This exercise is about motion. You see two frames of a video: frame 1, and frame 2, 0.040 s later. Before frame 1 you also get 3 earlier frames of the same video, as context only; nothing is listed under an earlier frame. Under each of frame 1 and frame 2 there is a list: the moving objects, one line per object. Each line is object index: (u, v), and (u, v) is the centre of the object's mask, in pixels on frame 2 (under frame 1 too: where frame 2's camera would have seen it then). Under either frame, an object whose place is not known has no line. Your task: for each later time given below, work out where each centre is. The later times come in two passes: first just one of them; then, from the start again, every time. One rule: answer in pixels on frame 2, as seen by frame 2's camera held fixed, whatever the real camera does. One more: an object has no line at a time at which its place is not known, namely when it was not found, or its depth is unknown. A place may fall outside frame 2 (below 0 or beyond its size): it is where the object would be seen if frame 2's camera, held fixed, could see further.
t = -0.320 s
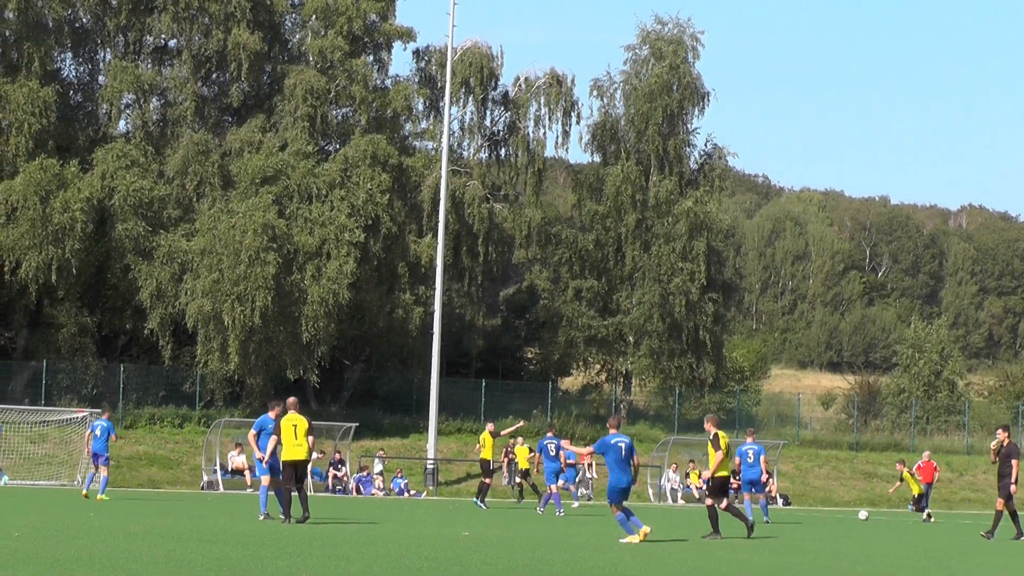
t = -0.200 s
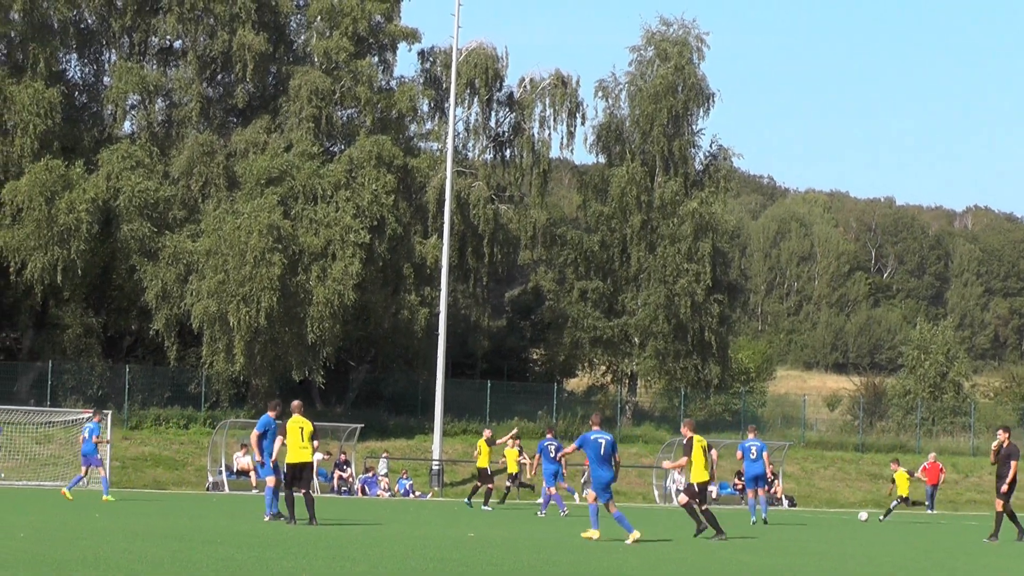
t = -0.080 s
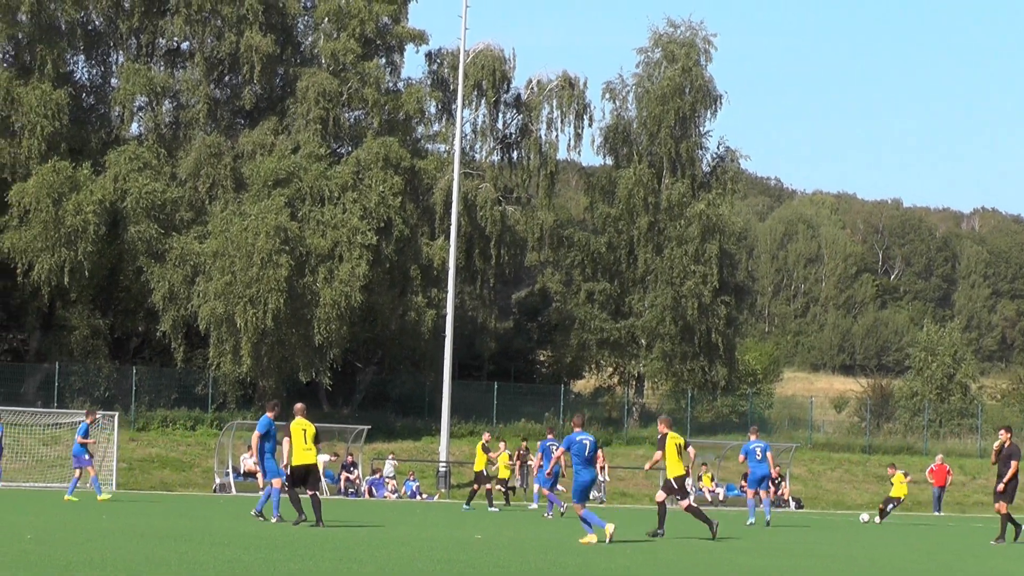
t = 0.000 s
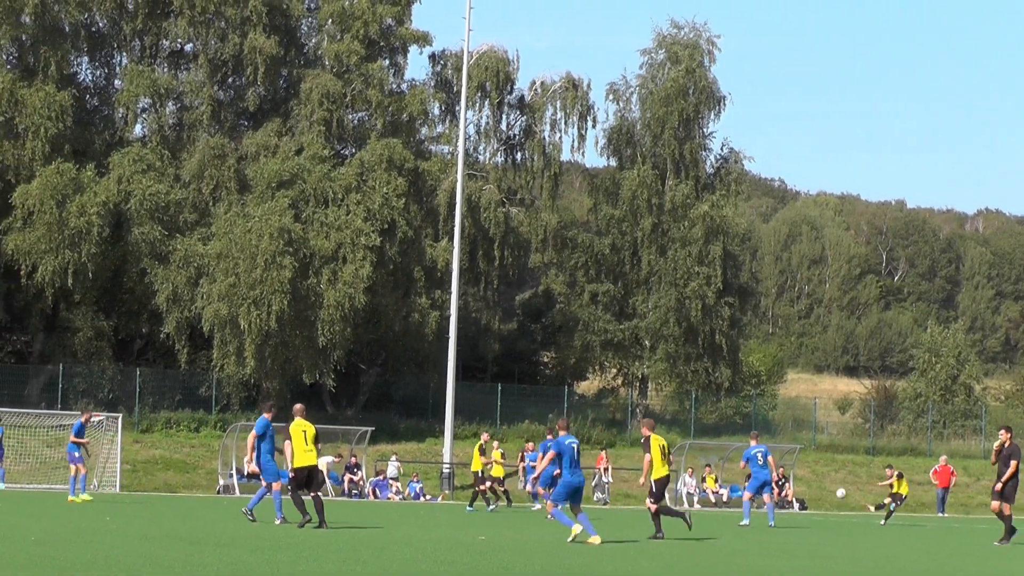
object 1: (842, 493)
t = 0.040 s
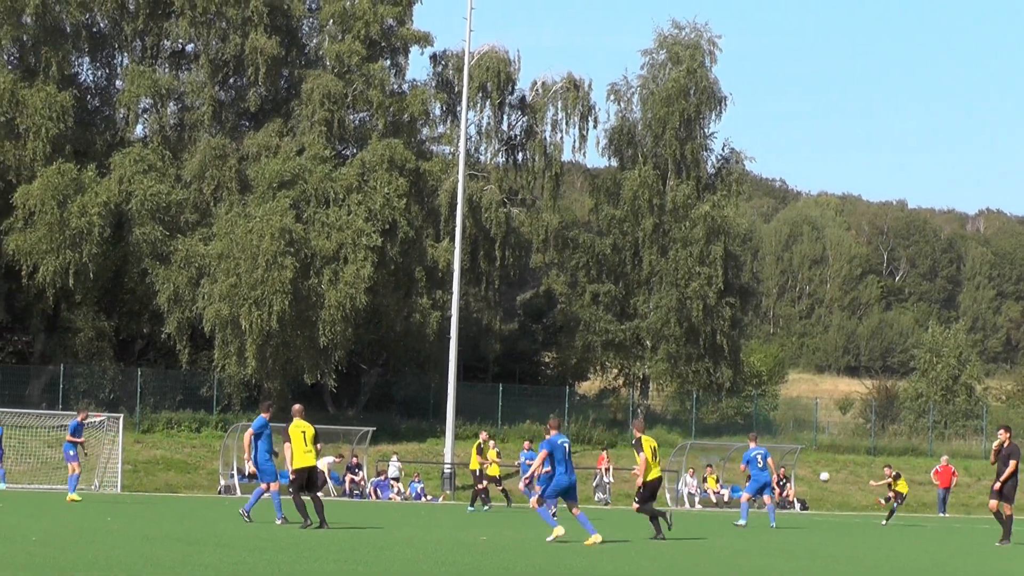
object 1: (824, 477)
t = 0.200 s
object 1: (756, 413)
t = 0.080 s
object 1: (807, 461)
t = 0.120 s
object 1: (790, 445)
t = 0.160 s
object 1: (773, 429)
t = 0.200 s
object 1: (756, 413)
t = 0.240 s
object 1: (738, 398)
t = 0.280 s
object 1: (721, 384)
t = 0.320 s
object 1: (704, 369)
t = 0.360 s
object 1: (686, 355)
